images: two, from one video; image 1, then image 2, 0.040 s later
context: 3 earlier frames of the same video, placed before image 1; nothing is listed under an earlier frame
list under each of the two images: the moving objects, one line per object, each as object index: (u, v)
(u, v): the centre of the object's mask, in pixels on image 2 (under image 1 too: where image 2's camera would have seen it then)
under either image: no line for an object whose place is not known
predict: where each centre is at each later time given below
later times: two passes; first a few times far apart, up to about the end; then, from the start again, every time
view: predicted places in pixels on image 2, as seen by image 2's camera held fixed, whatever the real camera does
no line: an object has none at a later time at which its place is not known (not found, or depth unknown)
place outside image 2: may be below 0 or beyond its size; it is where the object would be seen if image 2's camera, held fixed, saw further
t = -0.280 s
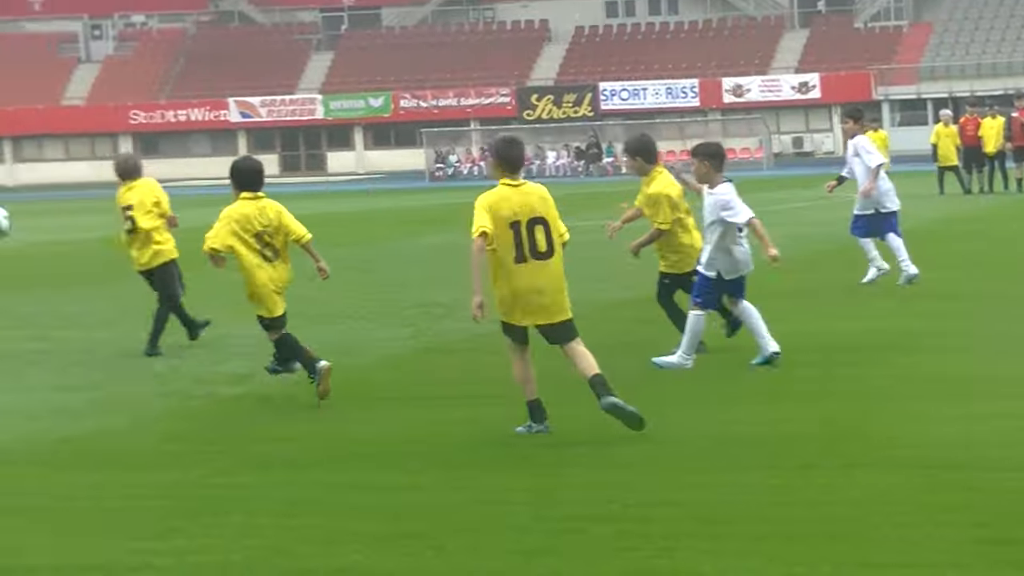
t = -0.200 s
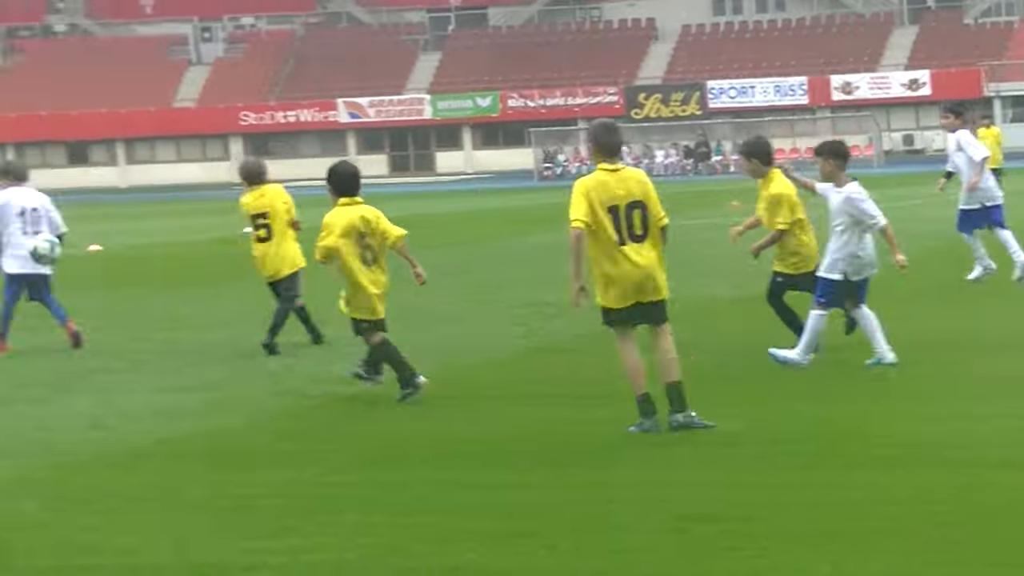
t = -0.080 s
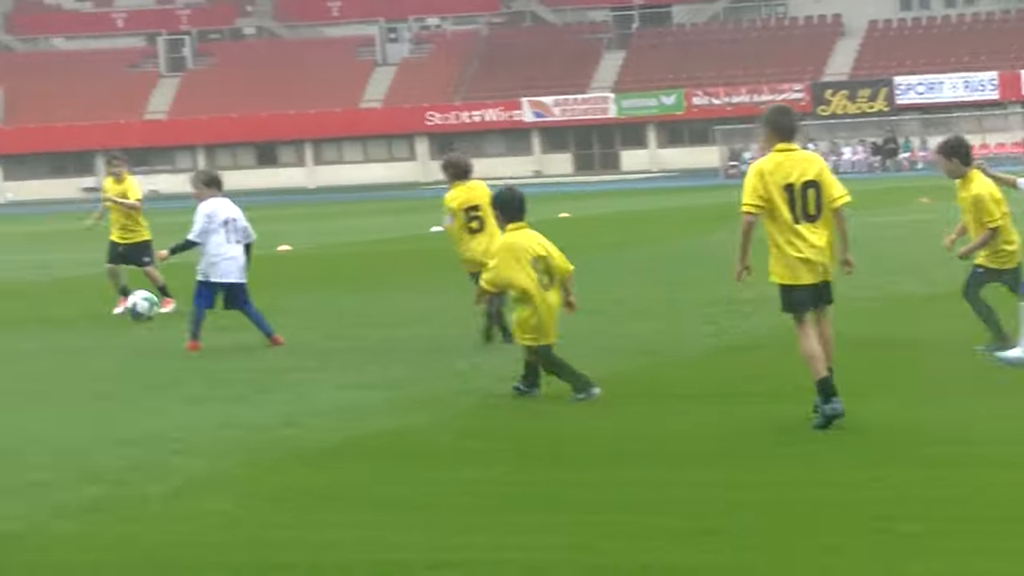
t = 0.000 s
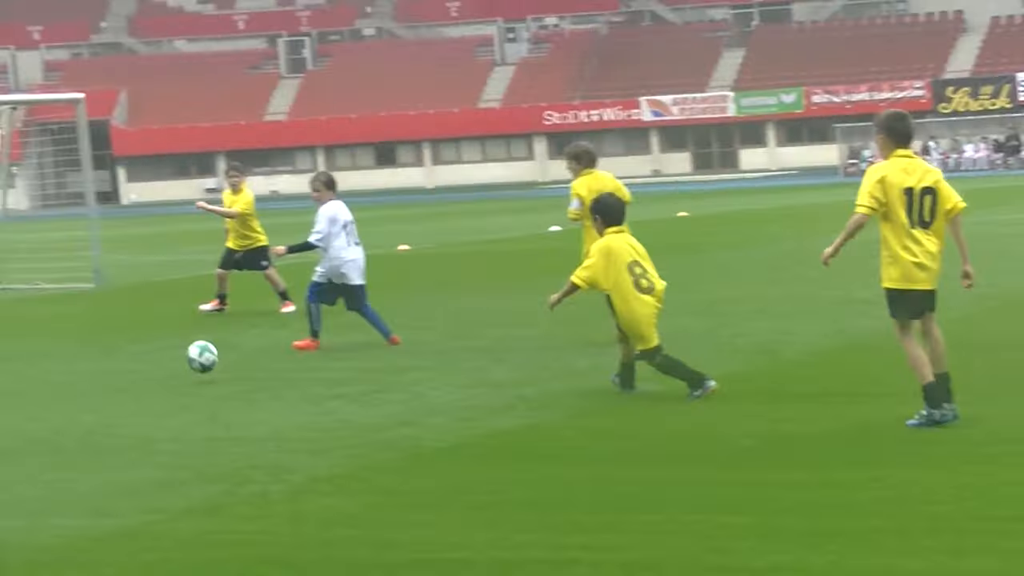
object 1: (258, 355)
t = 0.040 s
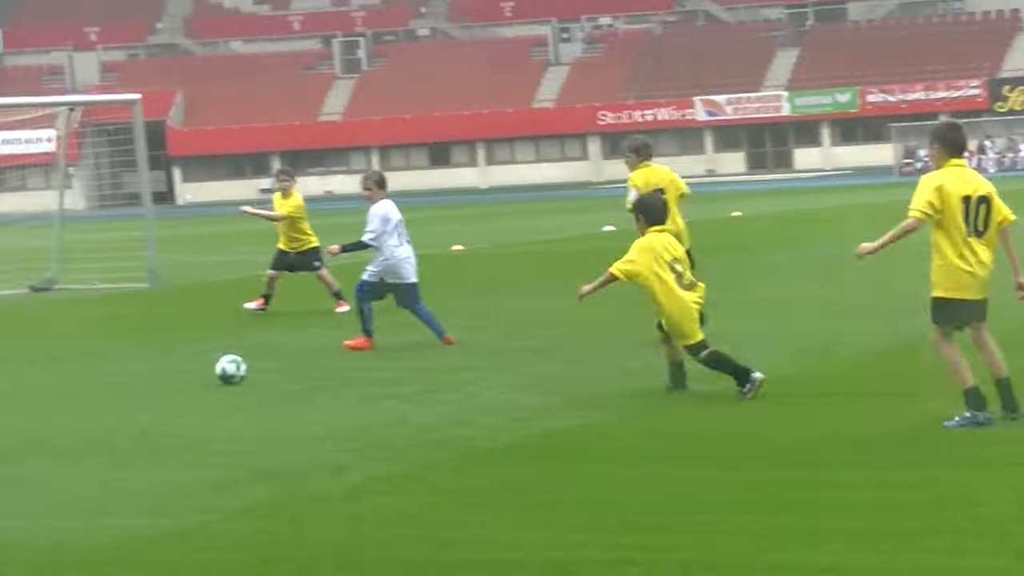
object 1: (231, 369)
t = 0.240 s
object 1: (135, 333)
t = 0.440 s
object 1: (43, 359)
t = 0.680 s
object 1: (-65, 388)
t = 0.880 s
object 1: (-151, 403)
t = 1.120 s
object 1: (-251, 414)
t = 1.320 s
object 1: (-328, 422)
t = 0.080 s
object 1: (210, 358)
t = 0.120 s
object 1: (188, 348)
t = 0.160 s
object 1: (169, 341)
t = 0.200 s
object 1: (153, 336)
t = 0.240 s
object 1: (135, 333)
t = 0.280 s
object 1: (116, 333)
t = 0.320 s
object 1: (98, 335)
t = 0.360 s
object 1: (79, 341)
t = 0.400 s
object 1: (61, 349)
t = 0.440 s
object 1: (43, 359)
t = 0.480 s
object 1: (25, 372)
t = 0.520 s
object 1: (6, 388)
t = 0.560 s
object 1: (-12, 395)
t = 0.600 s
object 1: (-30, 390)
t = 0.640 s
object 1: (-48, 388)
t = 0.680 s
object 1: (-65, 388)
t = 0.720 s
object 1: (-83, 391)
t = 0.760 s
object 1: (-101, 396)
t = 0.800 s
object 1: (-117, 405)
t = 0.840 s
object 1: (-134, 405)
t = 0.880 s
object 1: (-151, 403)
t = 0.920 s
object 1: (-168, 404)
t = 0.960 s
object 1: (-186, 407)
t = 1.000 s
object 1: (-203, 411)
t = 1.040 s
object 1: (-219, 412)
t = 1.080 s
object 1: (-235, 412)
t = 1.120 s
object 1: (-251, 414)
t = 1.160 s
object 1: (-266, 415)
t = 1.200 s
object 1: (-283, 416)
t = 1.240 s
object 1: (-298, 418)
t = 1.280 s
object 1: (-314, 419)
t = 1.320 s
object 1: (-328, 422)
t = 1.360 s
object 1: (-344, 422)
